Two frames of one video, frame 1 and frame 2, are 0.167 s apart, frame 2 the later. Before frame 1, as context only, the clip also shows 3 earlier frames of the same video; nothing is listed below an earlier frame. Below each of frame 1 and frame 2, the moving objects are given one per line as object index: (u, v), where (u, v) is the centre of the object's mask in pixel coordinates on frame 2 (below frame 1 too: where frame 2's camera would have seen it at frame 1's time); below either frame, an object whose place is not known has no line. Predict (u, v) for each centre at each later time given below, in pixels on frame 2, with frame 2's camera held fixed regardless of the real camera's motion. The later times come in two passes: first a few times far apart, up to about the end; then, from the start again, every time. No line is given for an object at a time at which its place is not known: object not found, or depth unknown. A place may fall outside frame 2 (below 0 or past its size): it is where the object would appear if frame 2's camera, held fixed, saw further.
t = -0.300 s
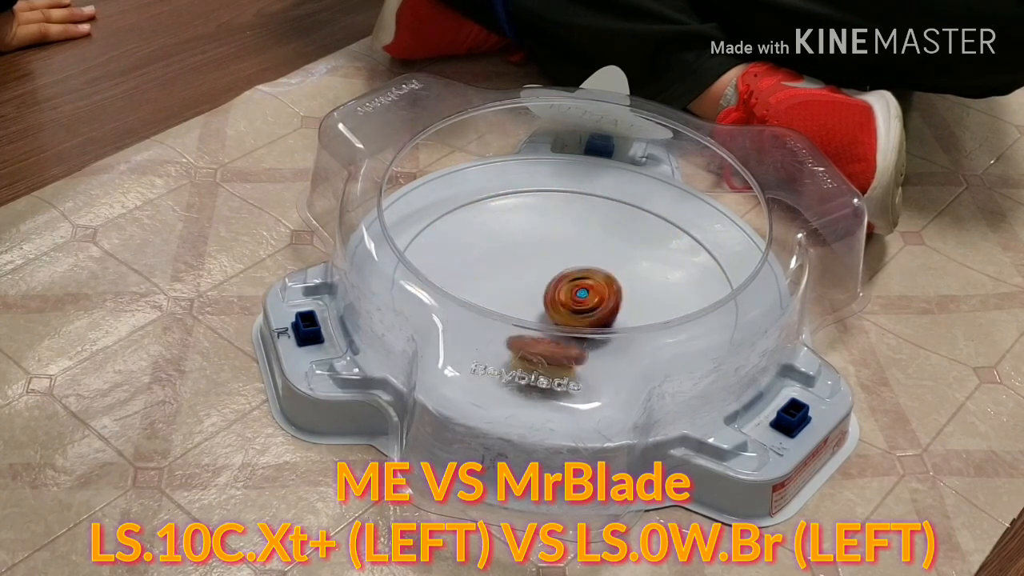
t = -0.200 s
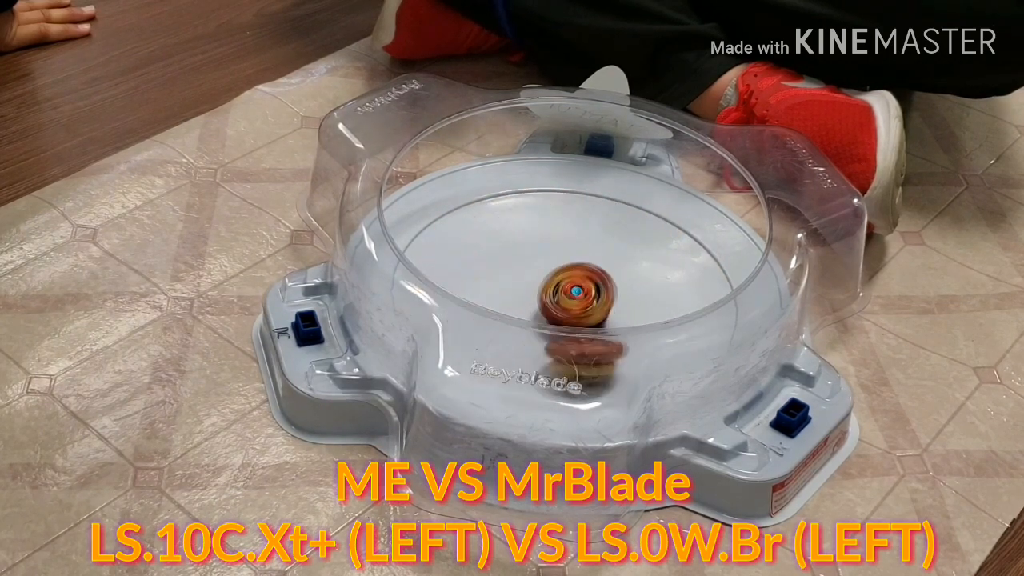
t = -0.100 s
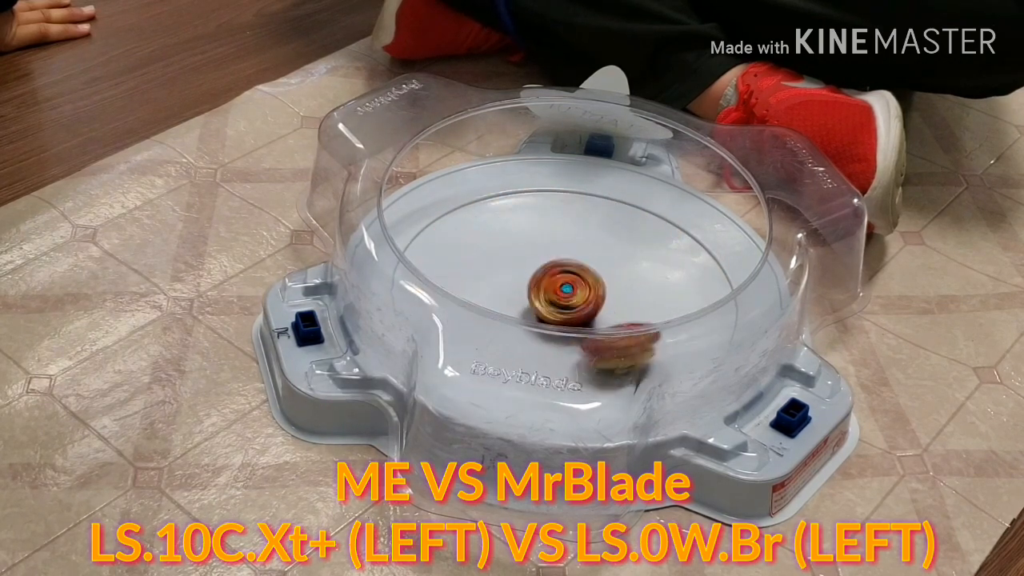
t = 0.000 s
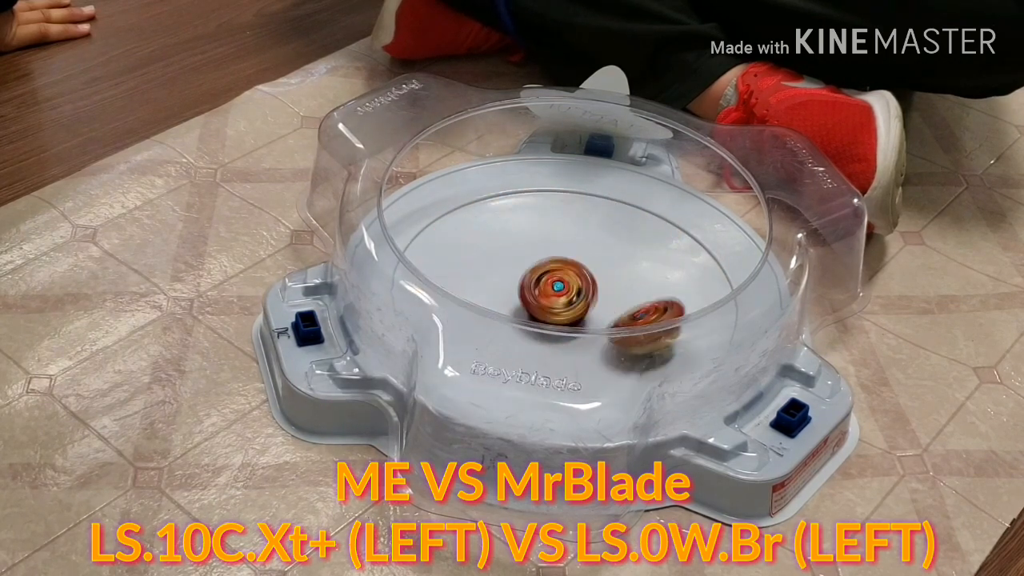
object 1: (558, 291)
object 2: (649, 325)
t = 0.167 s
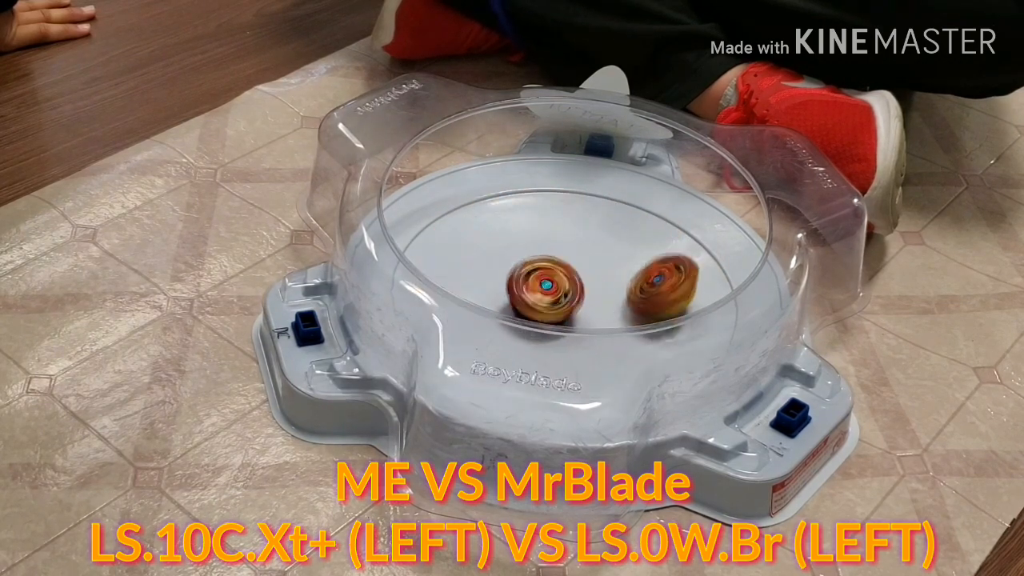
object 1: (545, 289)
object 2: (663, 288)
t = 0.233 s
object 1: (543, 289)
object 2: (659, 271)
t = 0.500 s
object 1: (548, 285)
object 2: (599, 229)
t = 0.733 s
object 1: (547, 284)
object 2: (521, 231)
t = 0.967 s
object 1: (556, 281)
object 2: (469, 269)
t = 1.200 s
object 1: (557, 279)
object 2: (479, 324)
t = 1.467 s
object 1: (567, 282)
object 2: (562, 352)
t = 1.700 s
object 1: (568, 280)
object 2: (637, 326)
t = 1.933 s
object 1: (572, 285)
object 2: (645, 273)
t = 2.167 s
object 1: (570, 291)
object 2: (585, 225)
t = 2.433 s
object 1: (571, 297)
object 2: (511, 226)
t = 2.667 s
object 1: (579, 293)
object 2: (482, 280)
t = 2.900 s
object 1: (564, 290)
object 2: (505, 346)
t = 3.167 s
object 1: (576, 293)
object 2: (574, 361)
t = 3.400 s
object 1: (555, 284)
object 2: (630, 306)
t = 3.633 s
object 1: (535, 287)
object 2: (658, 234)
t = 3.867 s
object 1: (544, 281)
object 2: (609, 221)
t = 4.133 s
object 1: (560, 297)
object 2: (483, 247)
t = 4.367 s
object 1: (556, 300)
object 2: (417, 266)
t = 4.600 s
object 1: (566, 297)
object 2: (472, 319)
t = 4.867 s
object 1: (561, 293)
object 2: (590, 358)
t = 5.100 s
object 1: (554, 288)
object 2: (620, 361)
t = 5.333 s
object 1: (561, 289)
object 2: (634, 311)
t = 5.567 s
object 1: (559, 290)
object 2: (654, 301)
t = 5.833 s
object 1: (556, 291)
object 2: (642, 300)
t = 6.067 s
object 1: (558, 287)
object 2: (644, 299)
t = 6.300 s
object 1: (559, 290)
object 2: (640, 300)
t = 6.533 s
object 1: (560, 288)
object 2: (641, 300)
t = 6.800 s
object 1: (561, 292)
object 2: (640, 300)
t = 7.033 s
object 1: (563, 290)
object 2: (640, 300)
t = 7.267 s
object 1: (560, 289)
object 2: (641, 300)
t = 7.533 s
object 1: (562, 292)
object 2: (639, 300)
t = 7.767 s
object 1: (564, 290)
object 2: (641, 300)
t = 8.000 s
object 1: (563, 289)
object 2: (639, 300)
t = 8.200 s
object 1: (560, 290)
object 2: (640, 300)
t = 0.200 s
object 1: (544, 290)
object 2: (661, 280)
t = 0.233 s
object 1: (543, 289)
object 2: (659, 271)
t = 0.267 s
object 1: (543, 289)
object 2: (655, 264)
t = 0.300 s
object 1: (544, 290)
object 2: (650, 257)
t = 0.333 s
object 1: (545, 289)
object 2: (644, 250)
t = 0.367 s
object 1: (545, 289)
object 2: (635, 245)
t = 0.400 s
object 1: (547, 288)
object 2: (627, 240)
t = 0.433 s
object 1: (547, 287)
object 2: (618, 236)
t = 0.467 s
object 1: (548, 287)
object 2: (608, 232)
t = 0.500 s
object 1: (548, 285)
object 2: (599, 229)
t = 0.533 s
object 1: (547, 284)
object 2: (587, 228)
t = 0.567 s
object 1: (547, 284)
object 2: (577, 226)
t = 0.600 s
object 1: (546, 284)
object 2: (566, 227)
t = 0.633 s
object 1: (546, 284)
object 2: (554, 226)
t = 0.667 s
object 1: (545, 283)
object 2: (543, 227)
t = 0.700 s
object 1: (545, 283)
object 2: (531, 229)
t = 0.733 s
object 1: (547, 284)
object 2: (521, 231)
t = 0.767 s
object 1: (548, 283)
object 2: (511, 235)
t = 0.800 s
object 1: (548, 283)
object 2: (501, 237)
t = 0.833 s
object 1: (550, 283)
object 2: (493, 243)
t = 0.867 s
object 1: (551, 283)
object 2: (485, 249)
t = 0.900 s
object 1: (554, 282)
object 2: (479, 256)
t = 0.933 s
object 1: (555, 282)
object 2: (473, 265)
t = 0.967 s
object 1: (556, 281)
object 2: (469, 269)
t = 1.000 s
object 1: (558, 280)
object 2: (467, 274)
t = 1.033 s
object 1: (558, 280)
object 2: (466, 278)
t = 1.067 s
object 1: (557, 279)
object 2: (465, 289)
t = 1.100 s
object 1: (559, 278)
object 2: (467, 301)
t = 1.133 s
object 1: (558, 279)
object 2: (470, 311)
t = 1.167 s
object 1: (557, 279)
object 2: (473, 316)
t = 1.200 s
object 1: (557, 279)
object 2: (479, 324)
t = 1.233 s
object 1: (556, 279)
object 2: (488, 336)
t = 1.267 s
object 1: (557, 281)
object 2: (496, 339)
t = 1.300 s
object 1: (558, 281)
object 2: (506, 343)
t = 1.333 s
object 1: (559, 282)
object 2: (516, 346)
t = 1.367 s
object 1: (562, 283)
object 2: (526, 348)
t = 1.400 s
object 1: (564, 283)
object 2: (538, 351)
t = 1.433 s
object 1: (565, 282)
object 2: (550, 351)
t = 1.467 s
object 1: (567, 282)
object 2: (562, 352)
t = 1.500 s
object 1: (568, 281)
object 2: (574, 352)
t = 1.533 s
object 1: (568, 281)
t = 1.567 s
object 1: (569, 280)
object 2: (598, 352)
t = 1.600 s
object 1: (568, 280)
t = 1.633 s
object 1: (569, 281)
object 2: (619, 342)
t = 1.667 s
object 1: (569, 280)
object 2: (630, 336)
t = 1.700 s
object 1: (568, 280)
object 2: (637, 326)
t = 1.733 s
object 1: (569, 282)
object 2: (642, 319)
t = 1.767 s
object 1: (570, 281)
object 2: (646, 306)
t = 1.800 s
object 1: (570, 282)
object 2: (648, 302)
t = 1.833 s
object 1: (571, 283)
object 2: (649, 296)
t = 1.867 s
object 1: (573, 283)
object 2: (649, 291)
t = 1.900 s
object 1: (573, 284)
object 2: (648, 281)
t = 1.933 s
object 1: (572, 285)
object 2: (645, 273)
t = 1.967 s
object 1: (570, 289)
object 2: (641, 264)
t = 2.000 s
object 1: (569, 291)
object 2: (634, 253)
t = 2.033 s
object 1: (569, 292)
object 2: (624, 246)
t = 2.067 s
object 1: (570, 293)
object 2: (615, 239)
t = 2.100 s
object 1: (571, 292)
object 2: (604, 233)
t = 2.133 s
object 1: (571, 292)
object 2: (594, 228)
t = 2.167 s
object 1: (570, 291)
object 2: (585, 225)
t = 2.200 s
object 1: (568, 291)
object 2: (575, 222)
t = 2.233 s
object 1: (565, 292)
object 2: (564, 219)
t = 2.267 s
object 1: (565, 293)
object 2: (554, 218)
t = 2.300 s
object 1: (564, 294)
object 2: (545, 218)
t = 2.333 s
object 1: (565, 295)
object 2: (535, 218)
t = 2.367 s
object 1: (567, 296)
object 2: (527, 220)
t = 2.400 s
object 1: (568, 296)
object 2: (518, 222)
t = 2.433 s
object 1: (571, 297)
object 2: (511, 226)
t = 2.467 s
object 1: (573, 297)
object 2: (503, 231)
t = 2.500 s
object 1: (574, 296)
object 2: (497, 237)
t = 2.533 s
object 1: (576, 297)
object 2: (492, 244)
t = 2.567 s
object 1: (577, 297)
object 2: (488, 253)
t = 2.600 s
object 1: (579, 295)
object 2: (485, 262)
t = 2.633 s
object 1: (579, 294)
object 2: (482, 273)
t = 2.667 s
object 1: (579, 293)
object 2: (482, 280)
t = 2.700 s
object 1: (579, 291)
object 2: (483, 286)
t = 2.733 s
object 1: (576, 290)
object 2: (483, 302)
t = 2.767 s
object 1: (575, 289)
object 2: (485, 318)
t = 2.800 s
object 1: (571, 288)
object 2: (489, 329)
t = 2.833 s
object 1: (569, 287)
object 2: (495, 341)
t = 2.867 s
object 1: (565, 289)
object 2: (500, 345)
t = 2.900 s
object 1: (564, 290)
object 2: (505, 346)
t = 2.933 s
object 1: (563, 293)
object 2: (511, 350)
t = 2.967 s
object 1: (564, 294)
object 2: (519, 354)
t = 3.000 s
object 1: (566, 295)
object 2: (528, 356)
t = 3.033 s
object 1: (568, 295)
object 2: (537, 359)
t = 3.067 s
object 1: (570, 296)
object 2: (547, 361)
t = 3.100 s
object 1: (572, 295)
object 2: (558, 362)
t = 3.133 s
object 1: (574, 296)
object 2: (568, 362)
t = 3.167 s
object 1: (576, 293)
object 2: (574, 361)
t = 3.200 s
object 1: (576, 290)
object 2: (581, 360)
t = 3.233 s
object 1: (575, 288)
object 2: (589, 357)
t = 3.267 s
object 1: (573, 286)
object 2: (595, 354)
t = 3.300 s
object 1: (571, 285)
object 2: (604, 344)
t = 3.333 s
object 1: (567, 284)
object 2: (612, 338)
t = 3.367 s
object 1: (563, 284)
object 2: (621, 320)
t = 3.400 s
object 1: (555, 284)
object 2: (630, 306)
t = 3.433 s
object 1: (544, 284)
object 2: (639, 300)
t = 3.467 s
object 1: (538, 284)
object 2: (647, 288)
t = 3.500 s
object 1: (533, 284)
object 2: (654, 274)
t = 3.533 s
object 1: (532, 285)
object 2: (657, 263)
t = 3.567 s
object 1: (532, 286)
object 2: (659, 252)
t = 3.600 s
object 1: (533, 287)
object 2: (660, 241)
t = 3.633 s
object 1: (535, 287)
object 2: (658, 234)
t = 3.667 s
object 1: (539, 288)
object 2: (654, 227)
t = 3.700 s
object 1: (541, 288)
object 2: (649, 223)
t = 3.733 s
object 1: (544, 286)
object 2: (643, 220)
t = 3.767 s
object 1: (545, 284)
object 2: (636, 219)
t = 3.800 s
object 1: (546, 283)
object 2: (627, 218)
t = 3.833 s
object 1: (545, 282)
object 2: (619, 219)
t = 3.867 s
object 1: (544, 281)
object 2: (609, 221)
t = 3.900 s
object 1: (543, 281)
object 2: (598, 223)
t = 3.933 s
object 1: (543, 281)
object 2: (584, 228)
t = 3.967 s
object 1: (543, 281)
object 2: (572, 231)
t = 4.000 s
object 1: (542, 282)
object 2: (558, 232)
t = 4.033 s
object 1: (544, 291)
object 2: (540, 234)
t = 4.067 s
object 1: (548, 292)
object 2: (518, 239)
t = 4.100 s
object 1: (553, 295)
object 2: (500, 245)
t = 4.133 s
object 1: (560, 297)
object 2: (483, 247)
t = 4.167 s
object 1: (561, 298)
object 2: (466, 249)
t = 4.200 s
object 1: (560, 299)
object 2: (452, 250)
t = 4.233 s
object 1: (558, 301)
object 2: (440, 250)
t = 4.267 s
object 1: (556, 300)
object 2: (432, 248)
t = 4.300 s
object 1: (555, 299)
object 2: (424, 247)
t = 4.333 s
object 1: (555, 300)
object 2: (417, 253)
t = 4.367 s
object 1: (556, 300)
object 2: (417, 266)
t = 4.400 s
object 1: (557, 299)
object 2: (421, 272)
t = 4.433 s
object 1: (558, 300)
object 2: (422, 283)
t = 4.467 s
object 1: (560, 300)
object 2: (428, 288)
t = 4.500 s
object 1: (562, 300)
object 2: (438, 294)
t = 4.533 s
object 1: (564, 299)
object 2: (448, 300)
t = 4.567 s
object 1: (566, 299)
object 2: (460, 308)
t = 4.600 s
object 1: (566, 297)
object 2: (472, 319)
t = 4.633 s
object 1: (563, 294)
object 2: (486, 322)
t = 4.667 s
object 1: (559, 292)
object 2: (503, 329)
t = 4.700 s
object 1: (557, 291)
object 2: (521, 340)
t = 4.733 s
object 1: (556, 295)
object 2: (537, 345)
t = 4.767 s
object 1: (555, 295)
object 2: (553, 349)
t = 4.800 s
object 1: (557, 294)
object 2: (566, 352)
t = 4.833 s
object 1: (559, 294)
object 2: (579, 355)
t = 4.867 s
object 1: (561, 293)
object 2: (590, 358)
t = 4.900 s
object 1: (563, 293)
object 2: (597, 362)
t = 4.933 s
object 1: (564, 292)
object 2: (604, 363)
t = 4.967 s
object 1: (562, 290)
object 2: (610, 367)
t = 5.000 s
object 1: (560, 289)
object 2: (613, 363)
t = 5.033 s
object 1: (558, 288)
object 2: (618, 363)
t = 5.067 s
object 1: (556, 288)
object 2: (619, 361)
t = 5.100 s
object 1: (554, 288)
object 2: (620, 361)
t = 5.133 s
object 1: (553, 288)
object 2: (619, 358)
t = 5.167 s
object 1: (553, 290)
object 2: (620, 355)
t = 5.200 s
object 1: (554, 291)
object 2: (624, 346)
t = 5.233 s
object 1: (556, 291)
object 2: (626, 339)
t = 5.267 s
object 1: (558, 292)
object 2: (629, 327)
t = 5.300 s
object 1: (561, 291)
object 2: (633, 313)
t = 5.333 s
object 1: (561, 289)
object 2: (634, 311)
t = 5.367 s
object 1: (559, 288)
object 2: (637, 308)
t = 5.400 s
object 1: (556, 287)
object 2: (643, 305)
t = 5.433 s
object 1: (554, 288)
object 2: (648, 303)
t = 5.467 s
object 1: (554, 290)
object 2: (653, 302)
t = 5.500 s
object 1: (556, 290)
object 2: (656, 301)
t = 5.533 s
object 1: (558, 290)
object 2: (656, 301)
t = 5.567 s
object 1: (559, 290)
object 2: (654, 301)
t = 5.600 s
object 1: (559, 289)
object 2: (651, 301)
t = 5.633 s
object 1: (559, 288)
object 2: (647, 301)
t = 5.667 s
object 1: (558, 288)
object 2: (644, 300)
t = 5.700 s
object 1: (557, 288)
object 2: (643, 300)
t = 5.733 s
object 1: (556, 288)
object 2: (642, 300)
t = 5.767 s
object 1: (554, 288)
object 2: (642, 300)
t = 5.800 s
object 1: (555, 290)
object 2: (642, 300)
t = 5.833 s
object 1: (556, 291)
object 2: (642, 300)
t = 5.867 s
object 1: (557, 291)
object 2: (641, 300)
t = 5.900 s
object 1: (559, 291)
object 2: (641, 300)
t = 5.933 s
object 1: (560, 291)
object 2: (642, 300)
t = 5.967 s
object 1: (561, 289)
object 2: (643, 299)
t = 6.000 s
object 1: (561, 288)
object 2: (644, 299)
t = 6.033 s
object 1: (559, 287)
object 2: (644, 299)
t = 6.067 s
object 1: (558, 287)
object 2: (644, 299)
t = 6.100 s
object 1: (557, 287)
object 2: (644, 299)
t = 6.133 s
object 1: (556, 287)
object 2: (643, 299)
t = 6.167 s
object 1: (556, 288)
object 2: (641, 300)
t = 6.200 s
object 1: (557, 289)
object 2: (640, 300)
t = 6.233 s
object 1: (557, 290)
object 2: (640, 300)
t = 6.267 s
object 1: (558, 290)
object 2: (640, 300)
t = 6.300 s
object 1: (559, 290)
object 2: (640, 300)
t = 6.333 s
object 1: (559, 290)
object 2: (640, 300)
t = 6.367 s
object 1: (560, 289)
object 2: (640, 300)
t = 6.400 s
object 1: (561, 288)
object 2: (640, 300)
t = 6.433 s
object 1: (561, 288)
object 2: (640, 300)
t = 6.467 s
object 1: (561, 288)
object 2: (640, 300)
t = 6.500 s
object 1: (561, 288)
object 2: (640, 300)
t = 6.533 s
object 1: (560, 288)
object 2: (641, 300)
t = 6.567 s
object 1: (559, 288)
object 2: (643, 299)
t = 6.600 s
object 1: (558, 288)
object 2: (643, 299)
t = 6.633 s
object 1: (558, 289)
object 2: (643, 299)
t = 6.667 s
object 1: (557, 290)
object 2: (642, 299)
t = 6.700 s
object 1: (558, 291)
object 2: (641, 300)
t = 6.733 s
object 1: (559, 292)
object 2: (641, 300)
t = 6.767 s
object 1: (560, 292)
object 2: (640, 300)
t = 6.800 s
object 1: (561, 292)
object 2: (640, 300)
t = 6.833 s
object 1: (561, 292)
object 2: (640, 300)
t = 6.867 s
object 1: (561, 292)
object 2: (640, 300)
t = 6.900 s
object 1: (561, 292)
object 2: (640, 300)
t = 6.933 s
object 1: (562, 291)
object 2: (640, 300)
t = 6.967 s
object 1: (563, 291)
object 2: (639, 300)
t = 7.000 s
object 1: (563, 290)
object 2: (640, 300)
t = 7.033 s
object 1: (563, 290)
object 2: (640, 300)
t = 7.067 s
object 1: (563, 289)
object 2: (641, 300)
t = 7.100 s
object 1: (562, 289)
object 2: (641, 299)
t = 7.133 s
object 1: (562, 289)
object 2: (642, 299)
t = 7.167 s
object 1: (561, 289)
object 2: (642, 299)
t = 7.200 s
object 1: (561, 289)
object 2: (642, 299)
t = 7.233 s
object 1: (560, 289)
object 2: (641, 299)
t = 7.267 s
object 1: (560, 289)
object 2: (641, 300)
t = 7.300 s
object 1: (559, 289)
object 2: (640, 300)
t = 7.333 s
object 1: (560, 291)
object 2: (640, 300)
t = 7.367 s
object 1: (560, 291)
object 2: (639, 300)
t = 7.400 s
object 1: (560, 292)
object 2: (639, 300)
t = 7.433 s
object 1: (560, 292)
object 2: (639, 300)
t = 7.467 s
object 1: (561, 292)
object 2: (639, 300)
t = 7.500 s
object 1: (562, 292)
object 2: (639, 300)
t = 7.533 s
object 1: (562, 292)
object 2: (639, 300)
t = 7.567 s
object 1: (562, 292)
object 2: (640, 300)
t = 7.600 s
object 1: (563, 292)
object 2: (640, 300)
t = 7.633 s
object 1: (562, 292)
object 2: (640, 300)
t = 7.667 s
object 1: (563, 292)
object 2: (641, 300)
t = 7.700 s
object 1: (564, 291)
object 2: (641, 299)
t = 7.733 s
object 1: (564, 291)
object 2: (641, 299)
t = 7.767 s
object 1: (564, 290)
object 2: (641, 300)
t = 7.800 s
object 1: (564, 290)
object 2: (640, 300)
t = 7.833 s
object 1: (564, 290)
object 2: (640, 300)
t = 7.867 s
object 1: (564, 289)
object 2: (640, 300)
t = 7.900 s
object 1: (564, 289)
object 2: (639, 300)
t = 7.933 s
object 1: (563, 289)
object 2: (639, 300)
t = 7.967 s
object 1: (563, 289)
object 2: (639, 300)
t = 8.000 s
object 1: (563, 289)
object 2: (639, 300)
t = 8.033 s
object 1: (562, 289)
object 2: (639, 300)
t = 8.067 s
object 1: (562, 289)
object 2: (639, 300)
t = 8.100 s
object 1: (561, 289)
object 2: (639, 300)
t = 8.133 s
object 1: (561, 289)
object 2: (639, 300)
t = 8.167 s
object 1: (560, 289)
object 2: (639, 300)
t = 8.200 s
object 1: (560, 290)
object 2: (640, 300)
